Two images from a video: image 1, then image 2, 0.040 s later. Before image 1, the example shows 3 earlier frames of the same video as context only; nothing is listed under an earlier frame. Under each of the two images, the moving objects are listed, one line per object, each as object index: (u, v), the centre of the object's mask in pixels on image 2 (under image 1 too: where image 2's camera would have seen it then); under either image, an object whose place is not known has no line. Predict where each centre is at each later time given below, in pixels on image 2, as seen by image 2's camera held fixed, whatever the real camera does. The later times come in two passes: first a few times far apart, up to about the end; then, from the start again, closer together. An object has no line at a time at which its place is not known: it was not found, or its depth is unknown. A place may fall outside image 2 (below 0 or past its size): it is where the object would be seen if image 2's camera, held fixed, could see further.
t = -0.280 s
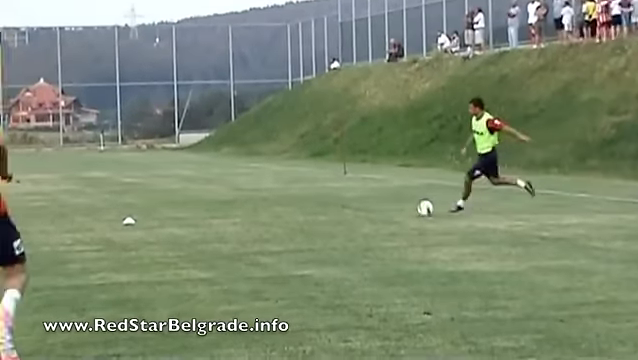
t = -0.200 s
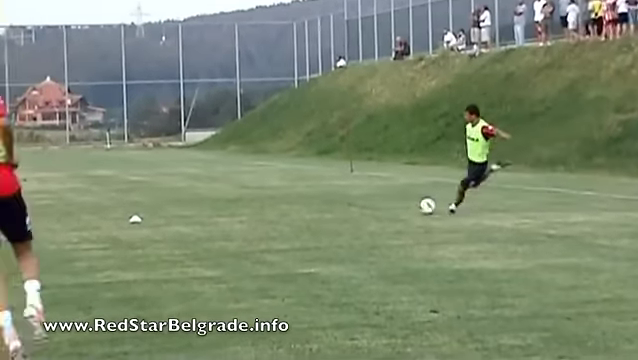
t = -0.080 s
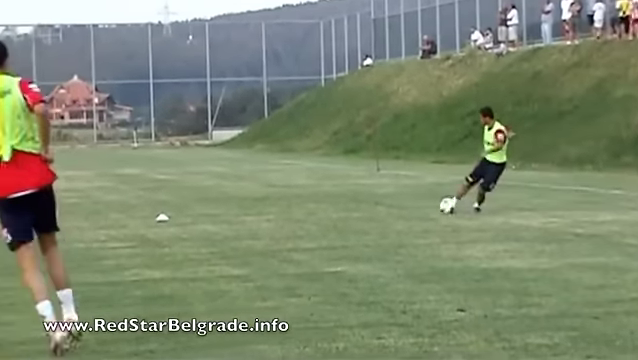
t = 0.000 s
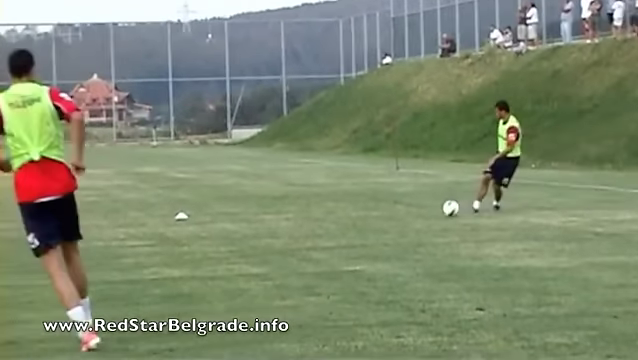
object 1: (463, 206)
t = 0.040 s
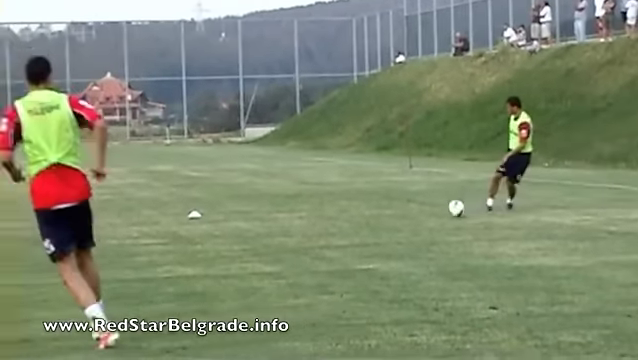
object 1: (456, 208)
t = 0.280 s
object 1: (407, 225)
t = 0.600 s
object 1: (334, 250)
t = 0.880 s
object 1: (271, 271)
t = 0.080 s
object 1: (448, 210)
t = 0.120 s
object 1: (439, 214)
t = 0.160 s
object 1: (432, 218)
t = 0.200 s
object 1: (423, 221)
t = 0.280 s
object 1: (407, 225)
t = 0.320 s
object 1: (398, 228)
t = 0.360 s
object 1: (389, 231)
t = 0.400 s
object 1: (380, 235)
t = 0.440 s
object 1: (371, 235)
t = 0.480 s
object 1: (362, 237)
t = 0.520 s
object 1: (353, 239)
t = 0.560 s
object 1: (344, 244)
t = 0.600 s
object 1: (334, 250)
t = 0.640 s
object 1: (325, 255)
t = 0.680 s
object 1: (317, 256)
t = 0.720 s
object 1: (308, 259)
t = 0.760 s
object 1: (298, 262)
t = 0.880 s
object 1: (271, 271)
